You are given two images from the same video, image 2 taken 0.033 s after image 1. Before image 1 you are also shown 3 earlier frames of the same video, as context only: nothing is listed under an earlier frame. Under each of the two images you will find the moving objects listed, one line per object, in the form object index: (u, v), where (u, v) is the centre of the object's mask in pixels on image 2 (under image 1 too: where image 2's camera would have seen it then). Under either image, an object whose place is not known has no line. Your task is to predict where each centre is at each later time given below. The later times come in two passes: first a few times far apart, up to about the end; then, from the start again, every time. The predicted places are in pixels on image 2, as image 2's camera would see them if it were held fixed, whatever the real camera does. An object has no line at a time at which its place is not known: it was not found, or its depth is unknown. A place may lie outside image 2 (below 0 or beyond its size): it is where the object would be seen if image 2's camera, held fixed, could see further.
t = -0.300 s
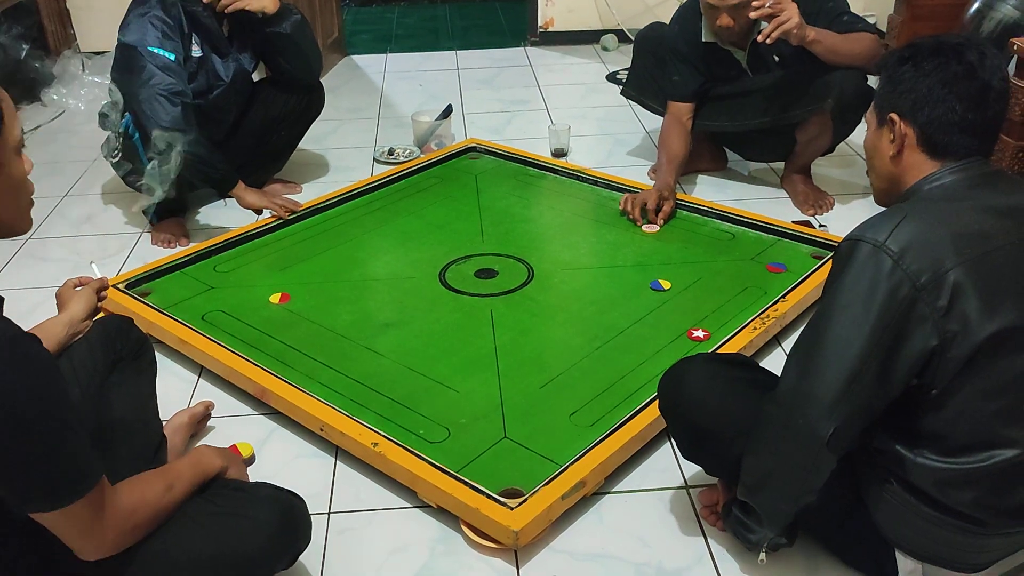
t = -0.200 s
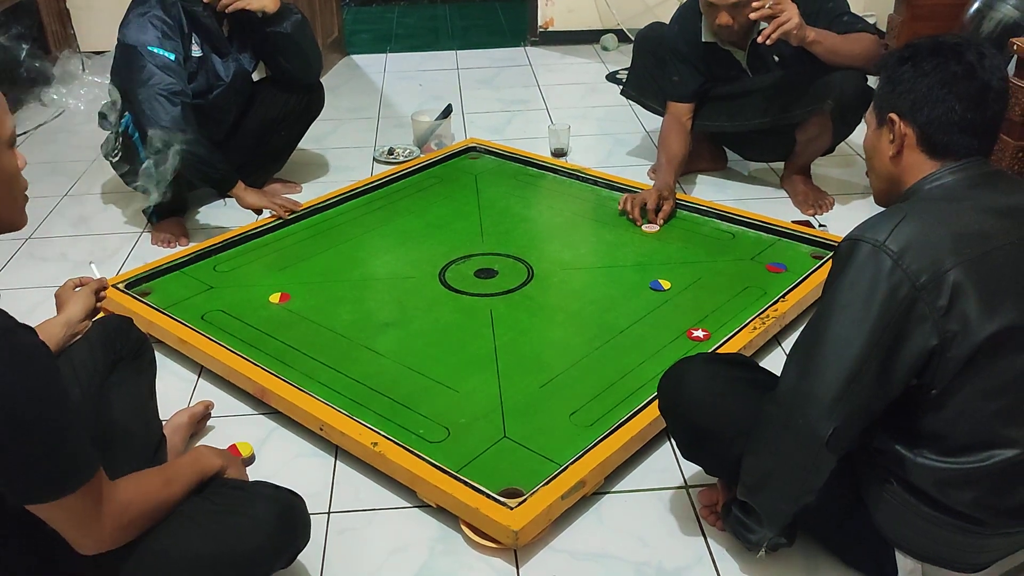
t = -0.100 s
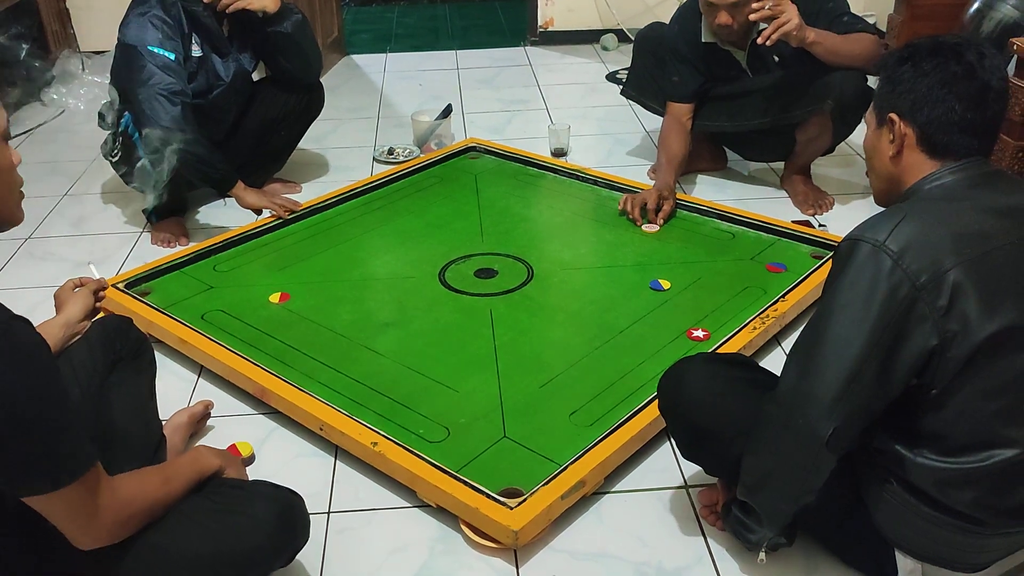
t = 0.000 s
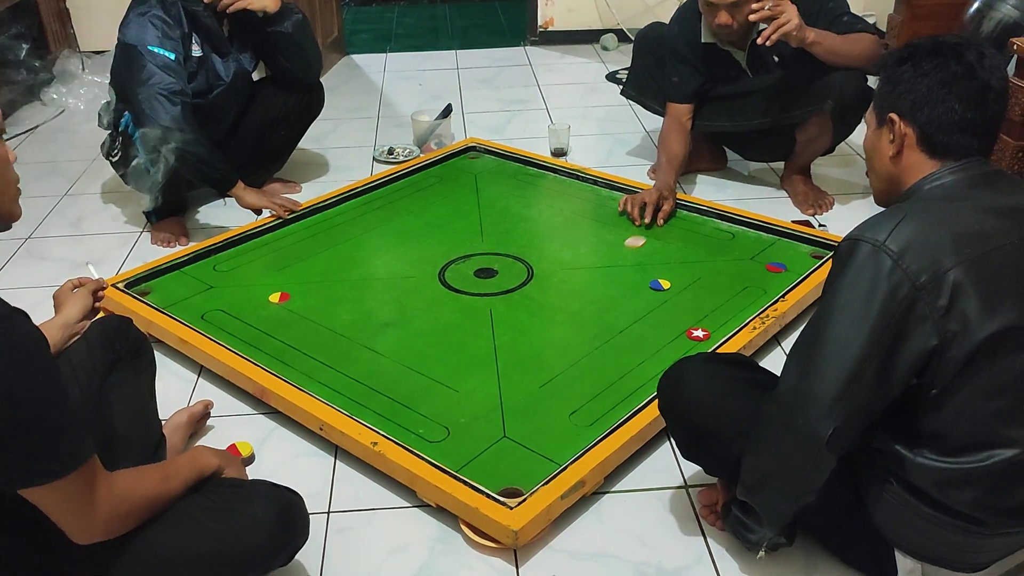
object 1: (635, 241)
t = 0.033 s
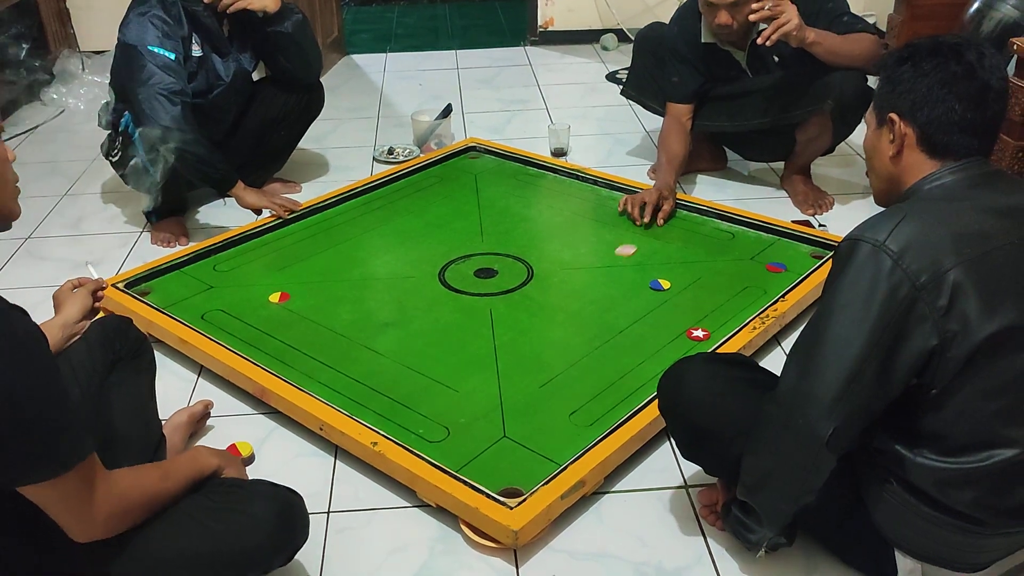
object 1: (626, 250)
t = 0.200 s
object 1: (574, 297)
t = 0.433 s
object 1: (486, 376)
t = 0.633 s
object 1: (432, 434)
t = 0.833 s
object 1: (510, 396)
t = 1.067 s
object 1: (588, 359)
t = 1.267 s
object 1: (648, 332)
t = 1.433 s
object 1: (692, 313)
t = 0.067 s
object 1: (616, 259)
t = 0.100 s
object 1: (606, 268)
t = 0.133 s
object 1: (596, 277)
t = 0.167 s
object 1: (585, 286)
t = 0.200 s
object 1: (574, 297)
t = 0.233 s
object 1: (563, 307)
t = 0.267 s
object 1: (551, 317)
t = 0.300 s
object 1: (539, 328)
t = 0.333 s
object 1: (526, 340)
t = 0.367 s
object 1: (514, 351)
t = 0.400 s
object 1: (500, 364)
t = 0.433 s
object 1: (486, 376)
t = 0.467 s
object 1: (471, 390)
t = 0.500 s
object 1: (456, 404)
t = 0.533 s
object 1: (440, 418)
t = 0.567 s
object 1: (424, 433)
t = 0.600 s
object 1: (419, 440)
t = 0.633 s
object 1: (432, 434)
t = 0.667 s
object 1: (446, 427)
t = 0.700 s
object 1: (459, 421)
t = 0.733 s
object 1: (472, 414)
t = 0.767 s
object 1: (485, 408)
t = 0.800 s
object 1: (497, 402)
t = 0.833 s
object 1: (510, 396)
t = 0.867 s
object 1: (522, 391)
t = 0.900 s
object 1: (533, 385)
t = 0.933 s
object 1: (545, 380)
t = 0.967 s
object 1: (556, 374)
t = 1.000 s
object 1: (567, 369)
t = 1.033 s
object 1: (578, 364)
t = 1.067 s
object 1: (588, 359)
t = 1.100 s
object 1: (599, 355)
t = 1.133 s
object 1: (609, 350)
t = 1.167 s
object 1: (619, 345)
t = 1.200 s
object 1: (629, 341)
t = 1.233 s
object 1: (638, 336)
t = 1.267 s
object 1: (648, 332)
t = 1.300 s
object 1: (657, 328)
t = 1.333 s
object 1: (666, 324)
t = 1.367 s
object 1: (675, 320)
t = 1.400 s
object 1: (684, 316)
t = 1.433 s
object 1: (692, 313)
